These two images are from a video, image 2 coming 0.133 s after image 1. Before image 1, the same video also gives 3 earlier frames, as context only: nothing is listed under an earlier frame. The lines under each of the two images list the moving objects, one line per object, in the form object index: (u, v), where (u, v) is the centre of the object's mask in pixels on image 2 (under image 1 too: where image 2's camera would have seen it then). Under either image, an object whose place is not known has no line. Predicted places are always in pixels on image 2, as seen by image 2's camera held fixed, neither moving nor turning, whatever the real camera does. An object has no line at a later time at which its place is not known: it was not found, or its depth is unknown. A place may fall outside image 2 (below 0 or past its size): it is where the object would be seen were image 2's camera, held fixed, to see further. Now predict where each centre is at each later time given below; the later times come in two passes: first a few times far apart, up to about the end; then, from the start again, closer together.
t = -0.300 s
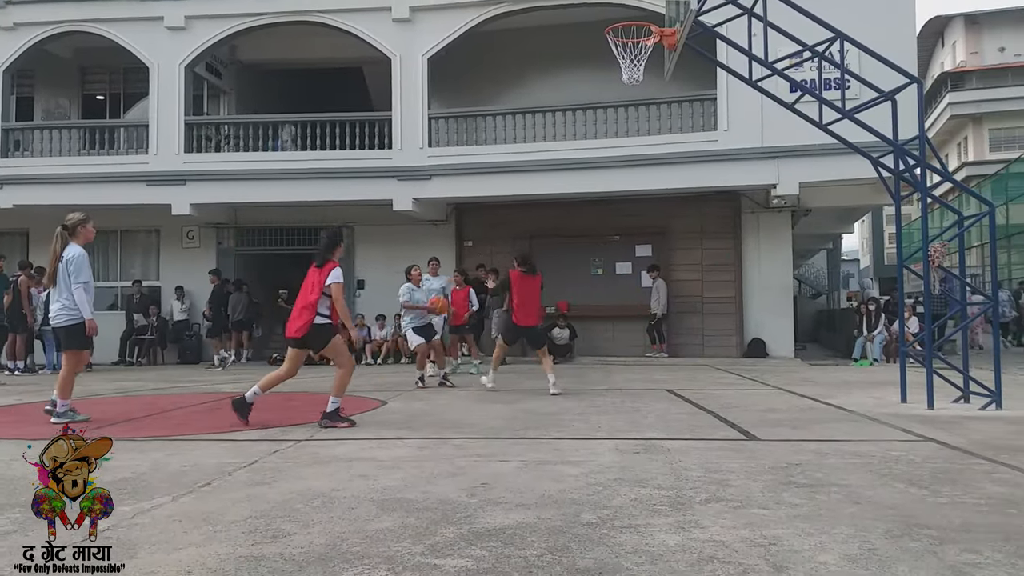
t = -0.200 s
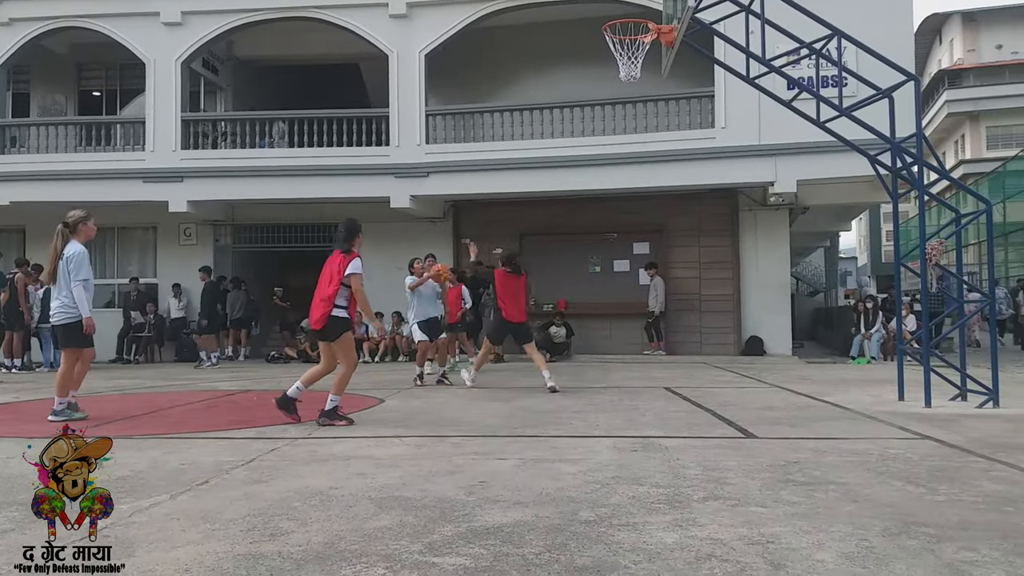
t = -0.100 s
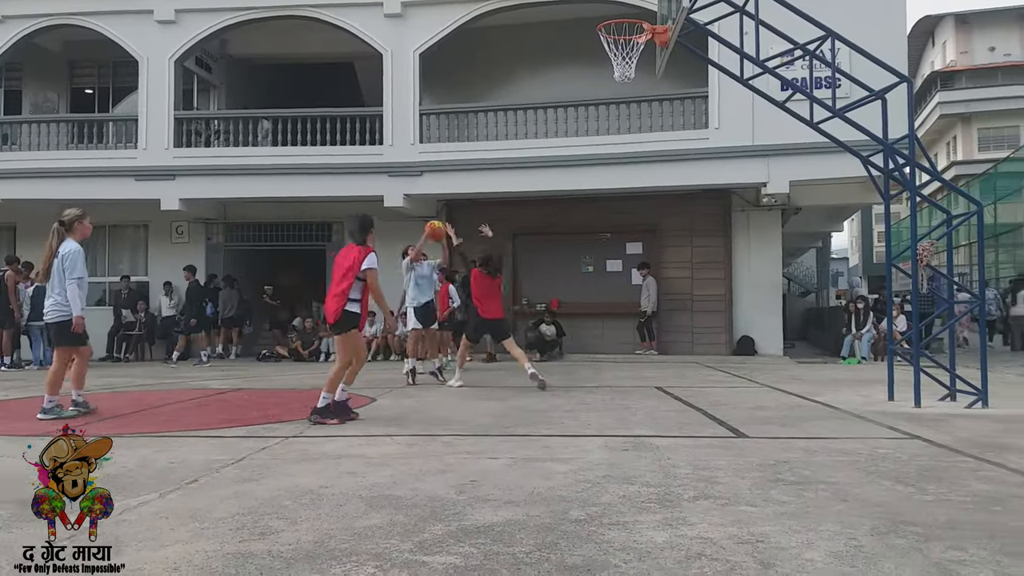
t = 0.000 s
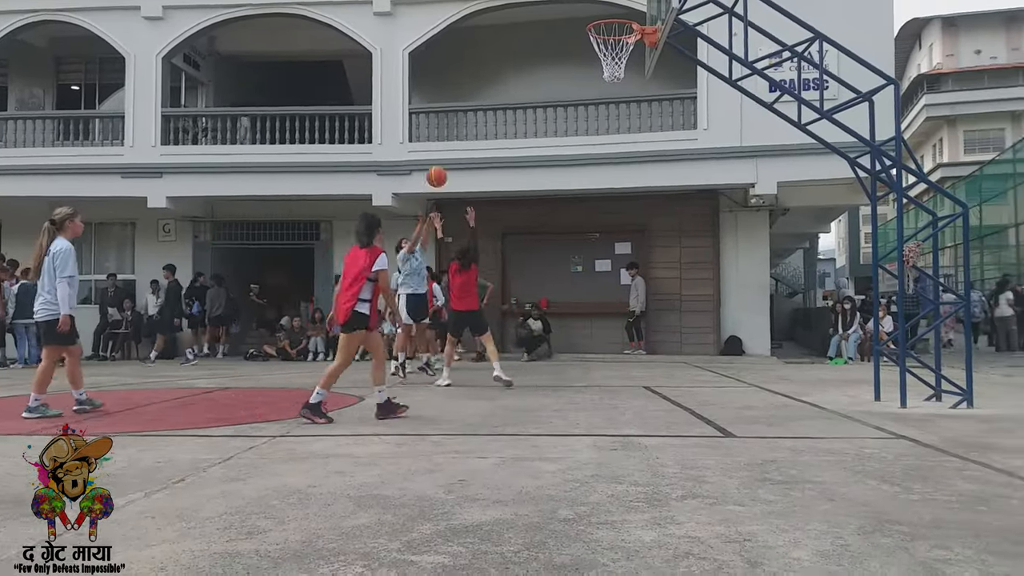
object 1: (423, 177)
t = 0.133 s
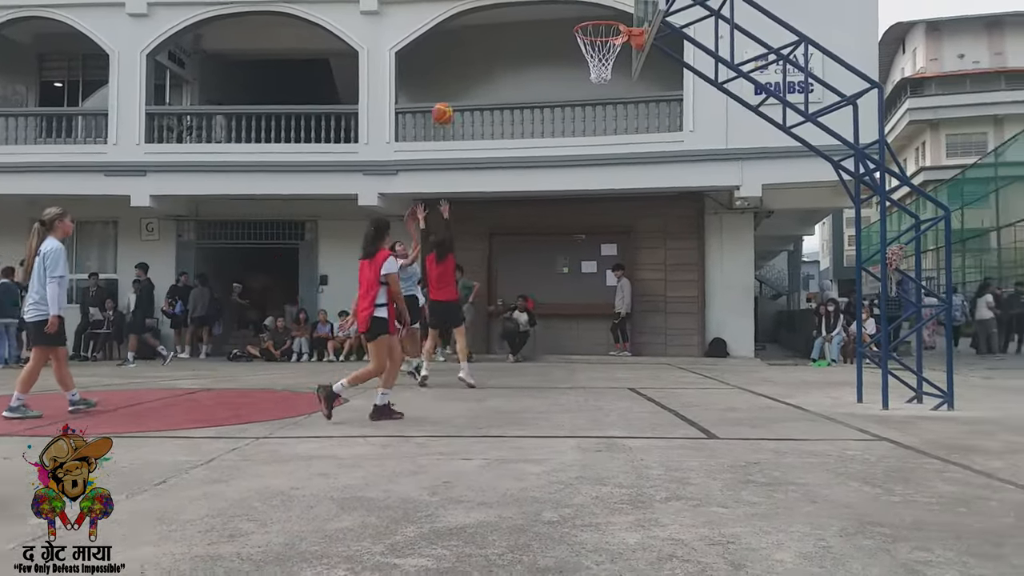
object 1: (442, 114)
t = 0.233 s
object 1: (457, 73)
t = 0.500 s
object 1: (502, 7)
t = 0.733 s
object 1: (546, 2)
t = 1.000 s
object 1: (585, 22)
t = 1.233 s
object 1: (580, 24)
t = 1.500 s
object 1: (578, 93)
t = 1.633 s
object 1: (577, 148)
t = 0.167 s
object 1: (448, 99)
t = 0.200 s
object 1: (453, 86)
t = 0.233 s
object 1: (457, 73)
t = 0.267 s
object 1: (462, 62)
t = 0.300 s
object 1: (467, 51)
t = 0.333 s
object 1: (473, 41)
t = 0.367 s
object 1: (479, 32)
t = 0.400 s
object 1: (484, 25)
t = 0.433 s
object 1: (490, 18)
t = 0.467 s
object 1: (496, 12)
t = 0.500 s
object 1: (502, 7)
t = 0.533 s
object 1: (508, 3)
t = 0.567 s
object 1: (514, 2)
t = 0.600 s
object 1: (520, 1)
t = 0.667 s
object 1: (533, 1)
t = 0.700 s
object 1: (539, 1)
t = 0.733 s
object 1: (546, 2)
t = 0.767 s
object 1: (552, 3)
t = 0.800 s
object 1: (559, 4)
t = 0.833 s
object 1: (566, 9)
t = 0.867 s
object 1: (573, 15)
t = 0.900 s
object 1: (581, 24)
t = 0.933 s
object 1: (586, 28)
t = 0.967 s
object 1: (586, 25)
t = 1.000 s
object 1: (585, 22)
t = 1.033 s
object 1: (584, 18)
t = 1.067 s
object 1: (583, 16)
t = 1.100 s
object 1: (583, 17)
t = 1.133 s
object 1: (582, 17)
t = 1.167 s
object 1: (582, 18)
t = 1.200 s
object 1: (582, 21)
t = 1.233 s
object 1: (580, 24)
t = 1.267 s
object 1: (579, 28)
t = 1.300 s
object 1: (581, 36)
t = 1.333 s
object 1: (578, 43)
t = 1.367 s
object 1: (576, 52)
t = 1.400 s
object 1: (577, 62)
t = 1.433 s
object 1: (578, 71)
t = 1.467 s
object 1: (579, 81)
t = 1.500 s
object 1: (578, 93)
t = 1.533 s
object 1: (577, 106)
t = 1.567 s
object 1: (577, 119)
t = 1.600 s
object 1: (577, 134)
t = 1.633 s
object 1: (577, 148)
